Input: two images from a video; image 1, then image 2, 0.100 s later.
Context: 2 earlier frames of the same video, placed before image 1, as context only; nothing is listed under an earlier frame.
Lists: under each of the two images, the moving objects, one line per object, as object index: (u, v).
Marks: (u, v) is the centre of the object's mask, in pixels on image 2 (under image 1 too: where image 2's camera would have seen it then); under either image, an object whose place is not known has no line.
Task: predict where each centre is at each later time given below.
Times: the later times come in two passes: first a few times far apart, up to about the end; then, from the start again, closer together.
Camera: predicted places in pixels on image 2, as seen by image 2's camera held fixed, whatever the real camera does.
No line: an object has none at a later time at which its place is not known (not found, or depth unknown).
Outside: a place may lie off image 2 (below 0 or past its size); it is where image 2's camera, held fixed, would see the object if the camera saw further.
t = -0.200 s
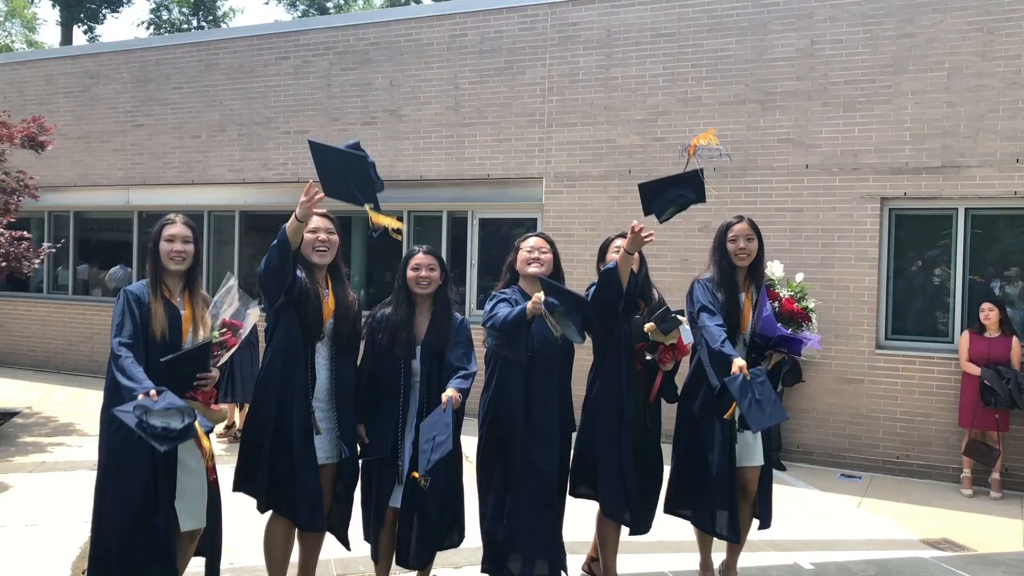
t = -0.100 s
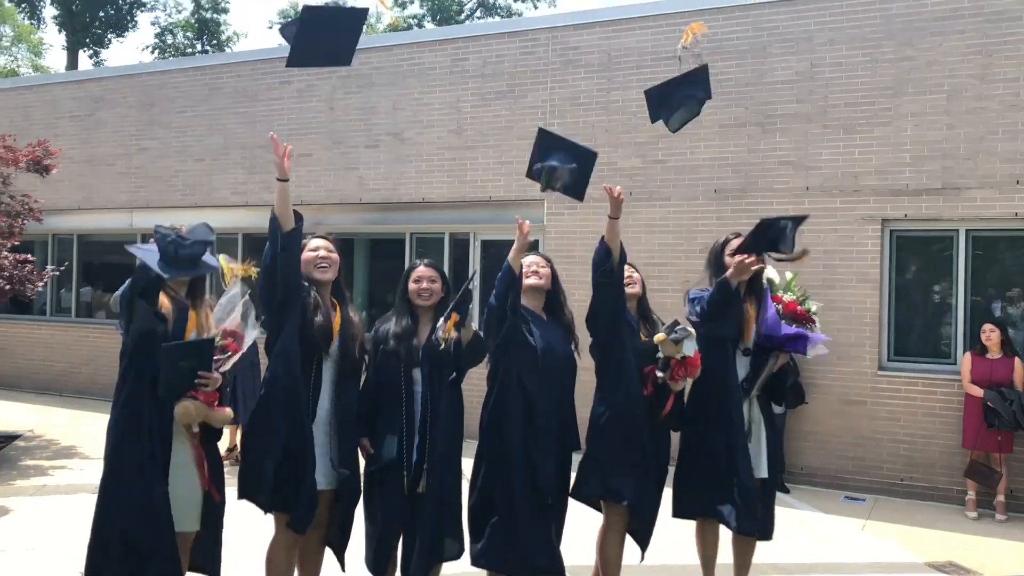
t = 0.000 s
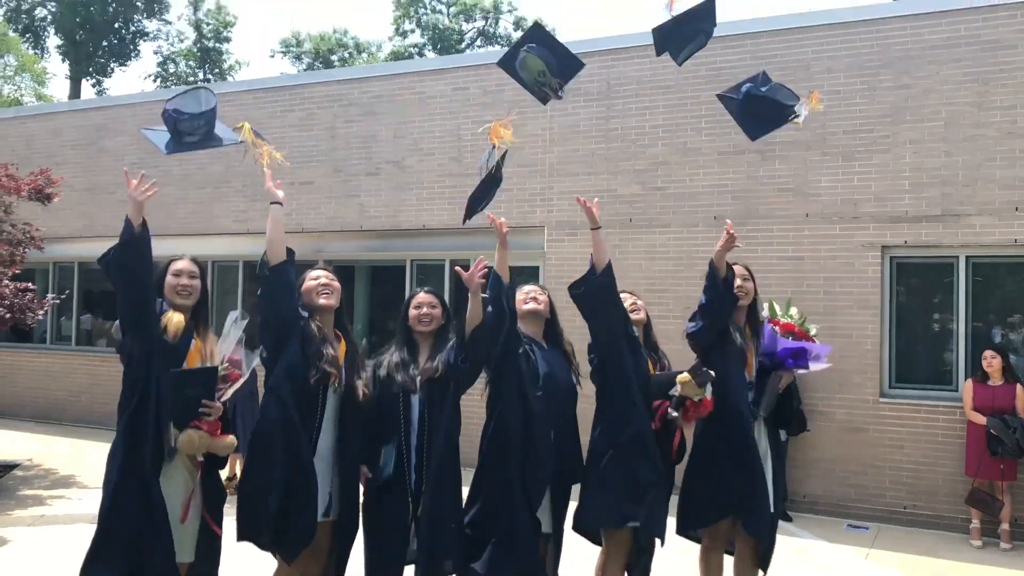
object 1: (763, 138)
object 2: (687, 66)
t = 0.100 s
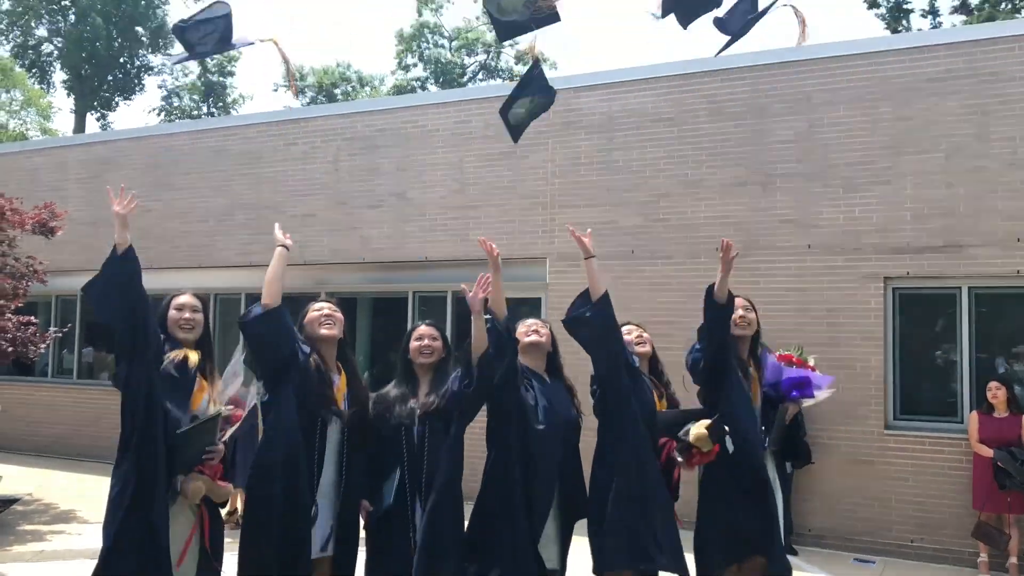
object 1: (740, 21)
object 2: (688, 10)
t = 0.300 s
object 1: (726, -73)
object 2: (711, -51)
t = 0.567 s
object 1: (702, -92)
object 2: (716, 55)
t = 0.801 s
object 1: (664, 12)
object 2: (683, 312)
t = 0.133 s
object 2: (689, -5)
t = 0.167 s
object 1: (736, -11)
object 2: (690, -17)
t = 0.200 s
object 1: (738, -29)
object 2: (692, -28)
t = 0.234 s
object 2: (700, -39)
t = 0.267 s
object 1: (734, -52)
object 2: (706, -46)
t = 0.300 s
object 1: (726, -73)
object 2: (711, -51)
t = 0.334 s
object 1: (725, -82)
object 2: (713, -49)
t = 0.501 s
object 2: (720, 8)
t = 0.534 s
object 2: (718, 30)
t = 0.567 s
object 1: (702, -92)
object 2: (716, 55)
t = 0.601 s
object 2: (713, 82)
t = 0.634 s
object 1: (695, -74)
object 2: (709, 114)
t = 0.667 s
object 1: (684, -59)
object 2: (705, 146)
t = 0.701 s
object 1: (676, -45)
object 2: (700, 183)
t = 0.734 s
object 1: (676, -27)
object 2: (695, 223)
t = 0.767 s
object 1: (671, -10)
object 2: (689, 265)
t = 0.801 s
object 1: (664, 12)
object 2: (683, 312)
